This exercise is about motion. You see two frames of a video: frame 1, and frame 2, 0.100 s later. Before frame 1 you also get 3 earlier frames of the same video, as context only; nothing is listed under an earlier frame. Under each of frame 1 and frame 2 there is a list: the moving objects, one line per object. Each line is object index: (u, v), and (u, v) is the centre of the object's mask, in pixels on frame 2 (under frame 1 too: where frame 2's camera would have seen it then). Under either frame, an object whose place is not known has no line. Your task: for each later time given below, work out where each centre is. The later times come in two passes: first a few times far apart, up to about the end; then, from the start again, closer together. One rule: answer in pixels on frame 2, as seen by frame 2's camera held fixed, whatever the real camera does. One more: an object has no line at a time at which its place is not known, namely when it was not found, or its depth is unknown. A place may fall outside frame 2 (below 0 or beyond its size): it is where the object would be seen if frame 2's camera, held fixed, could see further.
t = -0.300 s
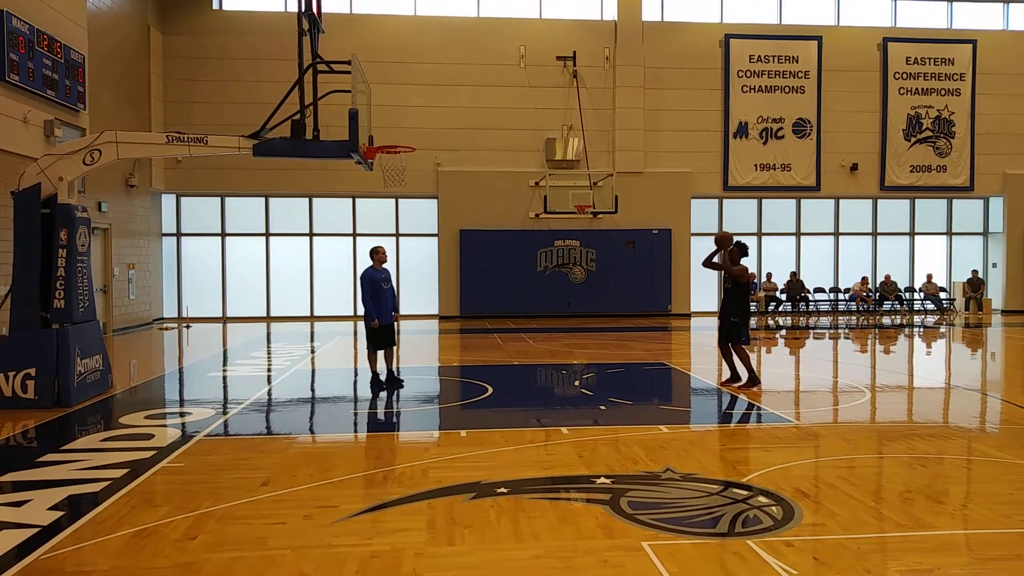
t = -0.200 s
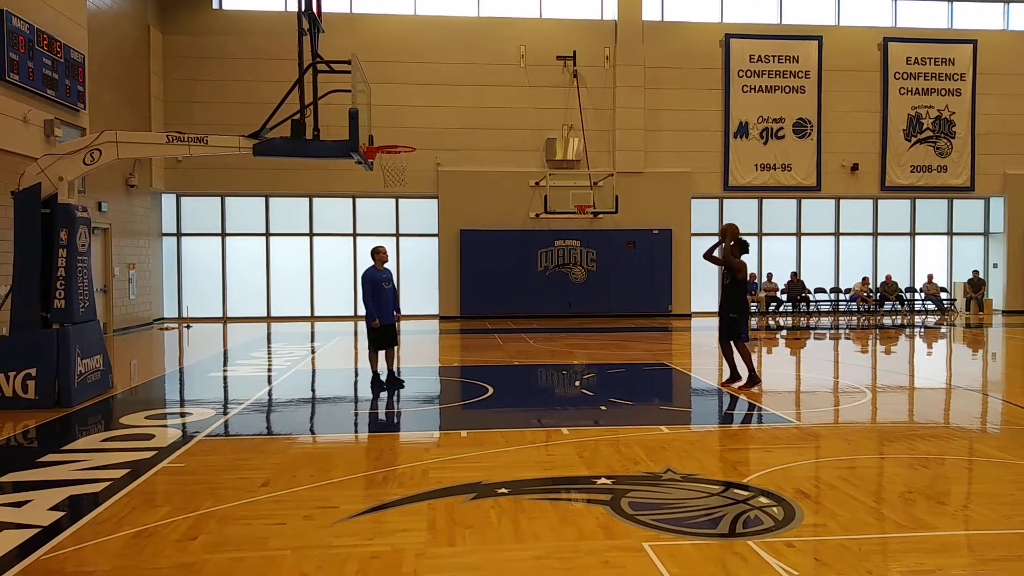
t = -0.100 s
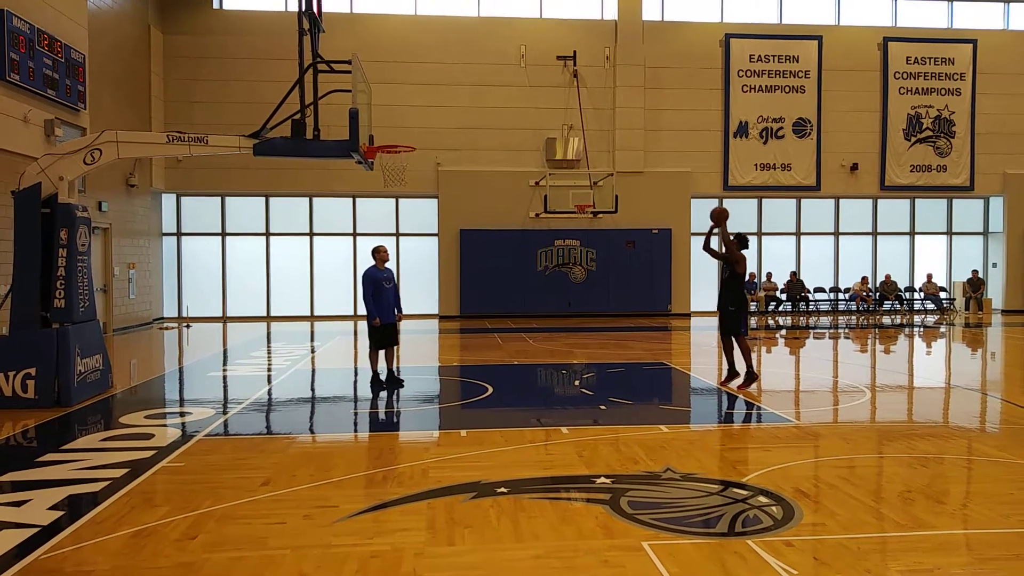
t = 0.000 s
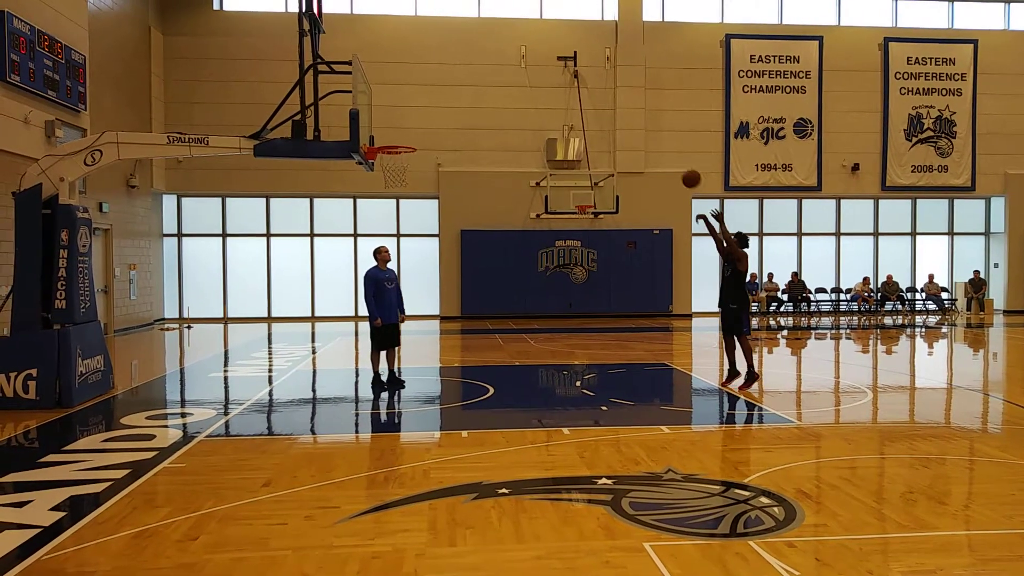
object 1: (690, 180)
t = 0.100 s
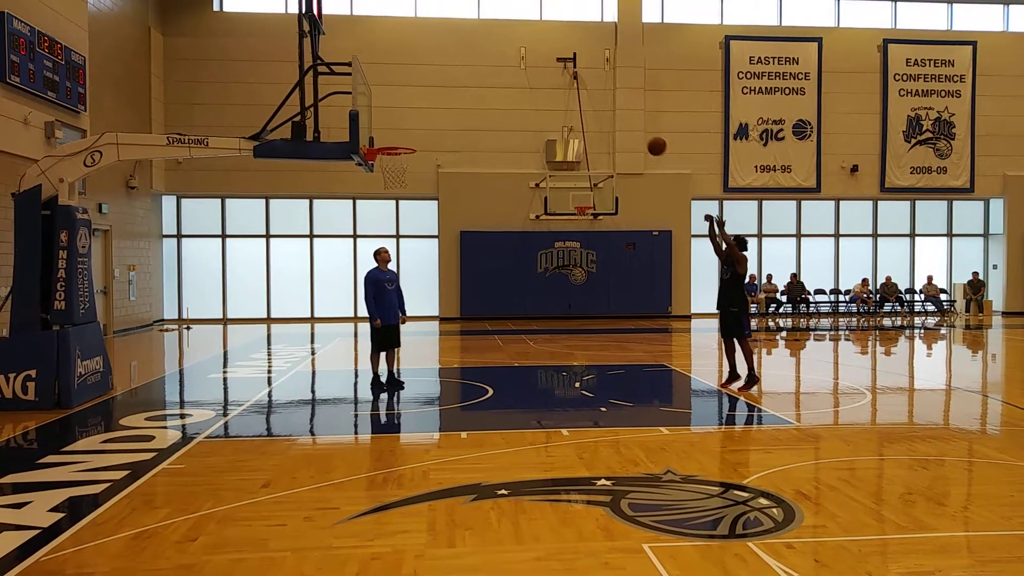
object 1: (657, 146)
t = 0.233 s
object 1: (612, 113)
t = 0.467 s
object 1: (535, 89)
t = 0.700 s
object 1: (459, 107)
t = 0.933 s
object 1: (385, 165)
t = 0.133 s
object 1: (646, 137)
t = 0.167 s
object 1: (635, 128)
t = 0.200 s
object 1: (623, 120)
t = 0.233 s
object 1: (612, 113)
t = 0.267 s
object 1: (601, 107)
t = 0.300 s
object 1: (590, 102)
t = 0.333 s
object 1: (579, 98)
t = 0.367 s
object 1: (568, 95)
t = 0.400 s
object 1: (557, 92)
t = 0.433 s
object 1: (546, 90)
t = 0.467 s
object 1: (535, 89)
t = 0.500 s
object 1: (524, 89)
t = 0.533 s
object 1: (513, 90)
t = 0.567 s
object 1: (502, 92)
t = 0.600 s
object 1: (491, 94)
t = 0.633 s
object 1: (481, 98)
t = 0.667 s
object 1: (470, 102)
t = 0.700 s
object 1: (459, 107)
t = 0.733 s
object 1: (448, 113)
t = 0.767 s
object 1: (437, 120)
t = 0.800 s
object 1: (427, 127)
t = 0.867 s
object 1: (406, 142)
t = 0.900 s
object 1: (395, 157)
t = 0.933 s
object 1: (385, 165)
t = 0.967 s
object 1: (379, 171)
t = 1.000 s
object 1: (376, 175)
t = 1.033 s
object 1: (374, 178)
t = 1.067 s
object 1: (372, 183)
